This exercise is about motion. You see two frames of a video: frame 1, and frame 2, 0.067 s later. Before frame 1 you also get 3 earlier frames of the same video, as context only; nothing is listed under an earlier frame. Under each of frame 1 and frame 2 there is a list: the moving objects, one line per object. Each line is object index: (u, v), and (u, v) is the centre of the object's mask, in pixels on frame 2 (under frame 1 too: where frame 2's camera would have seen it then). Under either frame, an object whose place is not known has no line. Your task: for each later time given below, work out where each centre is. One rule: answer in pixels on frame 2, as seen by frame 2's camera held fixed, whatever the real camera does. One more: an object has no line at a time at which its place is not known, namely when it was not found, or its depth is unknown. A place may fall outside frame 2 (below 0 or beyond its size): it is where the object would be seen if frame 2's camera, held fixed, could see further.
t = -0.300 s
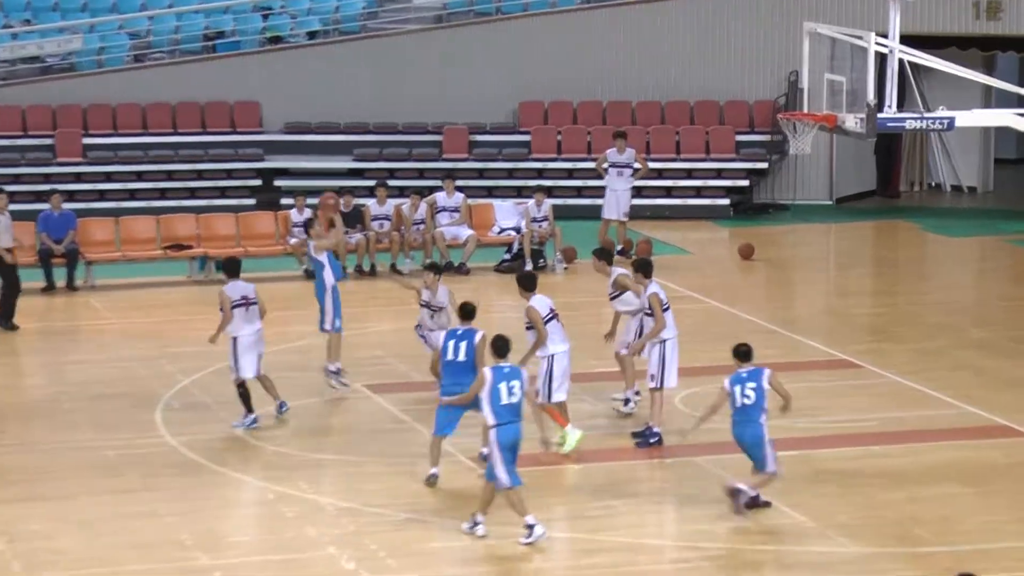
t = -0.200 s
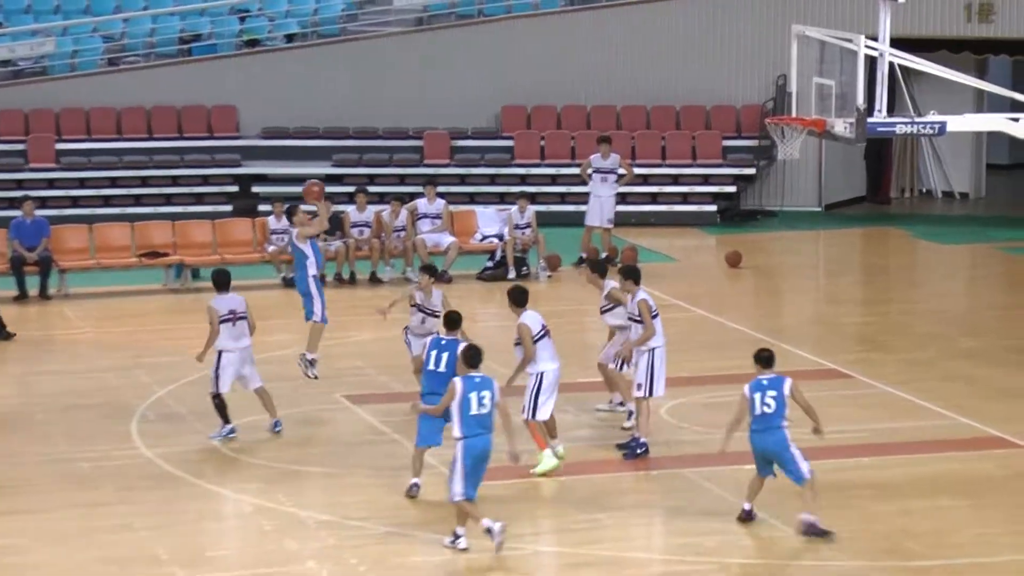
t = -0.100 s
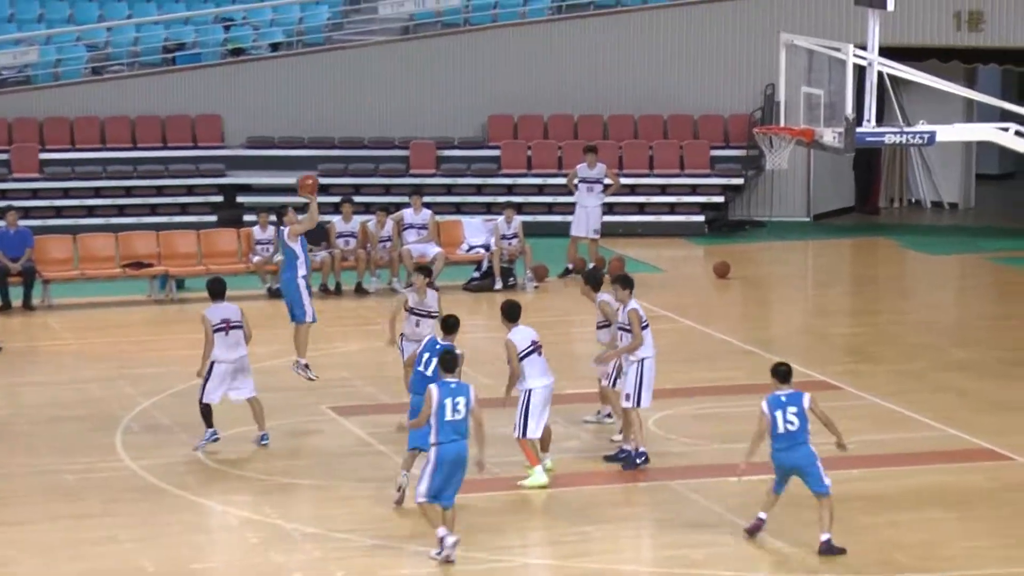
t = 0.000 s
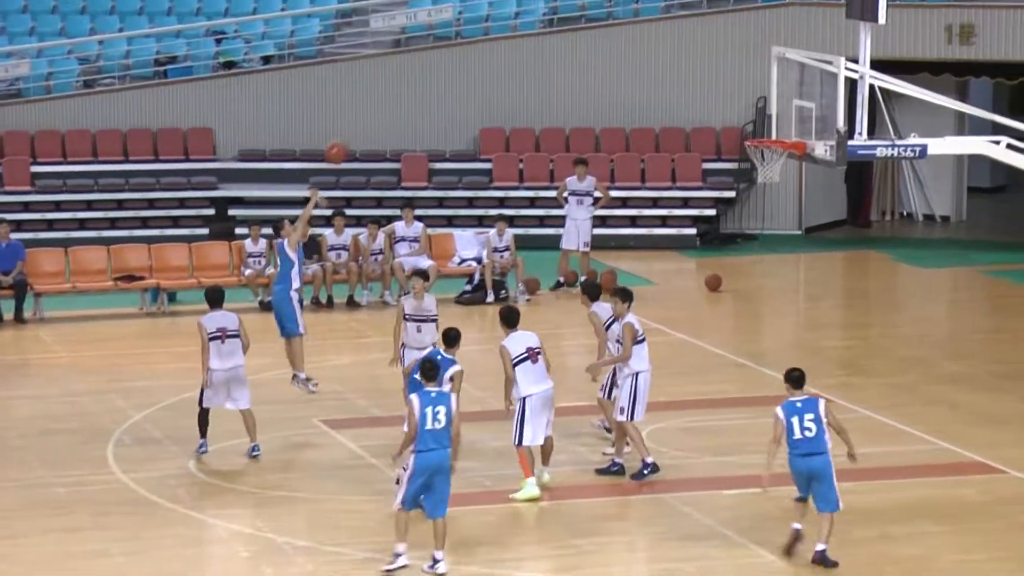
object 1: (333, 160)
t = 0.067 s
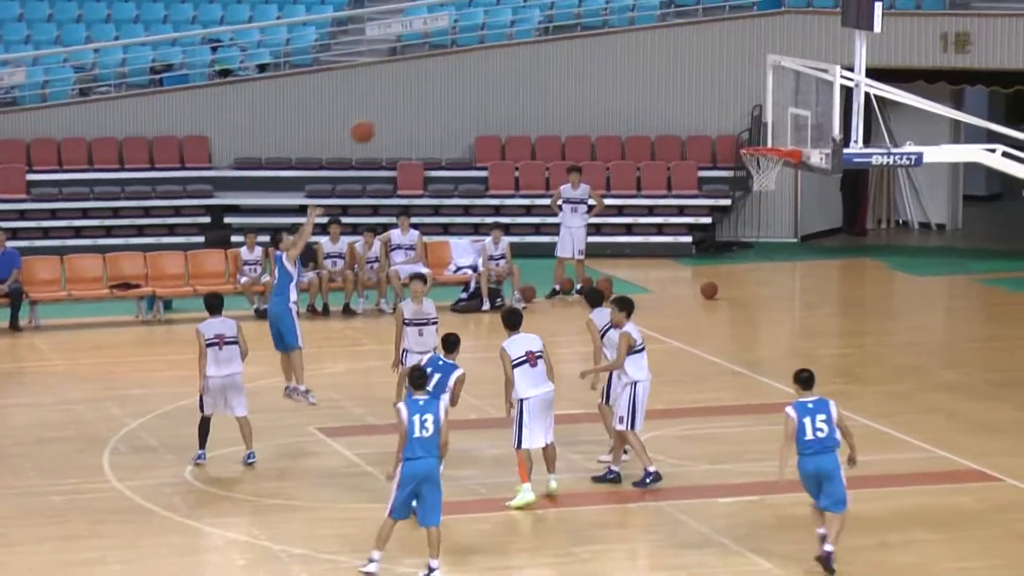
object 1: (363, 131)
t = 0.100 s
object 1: (377, 118)
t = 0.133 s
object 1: (392, 108)
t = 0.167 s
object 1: (406, 97)
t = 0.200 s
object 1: (422, 87)
